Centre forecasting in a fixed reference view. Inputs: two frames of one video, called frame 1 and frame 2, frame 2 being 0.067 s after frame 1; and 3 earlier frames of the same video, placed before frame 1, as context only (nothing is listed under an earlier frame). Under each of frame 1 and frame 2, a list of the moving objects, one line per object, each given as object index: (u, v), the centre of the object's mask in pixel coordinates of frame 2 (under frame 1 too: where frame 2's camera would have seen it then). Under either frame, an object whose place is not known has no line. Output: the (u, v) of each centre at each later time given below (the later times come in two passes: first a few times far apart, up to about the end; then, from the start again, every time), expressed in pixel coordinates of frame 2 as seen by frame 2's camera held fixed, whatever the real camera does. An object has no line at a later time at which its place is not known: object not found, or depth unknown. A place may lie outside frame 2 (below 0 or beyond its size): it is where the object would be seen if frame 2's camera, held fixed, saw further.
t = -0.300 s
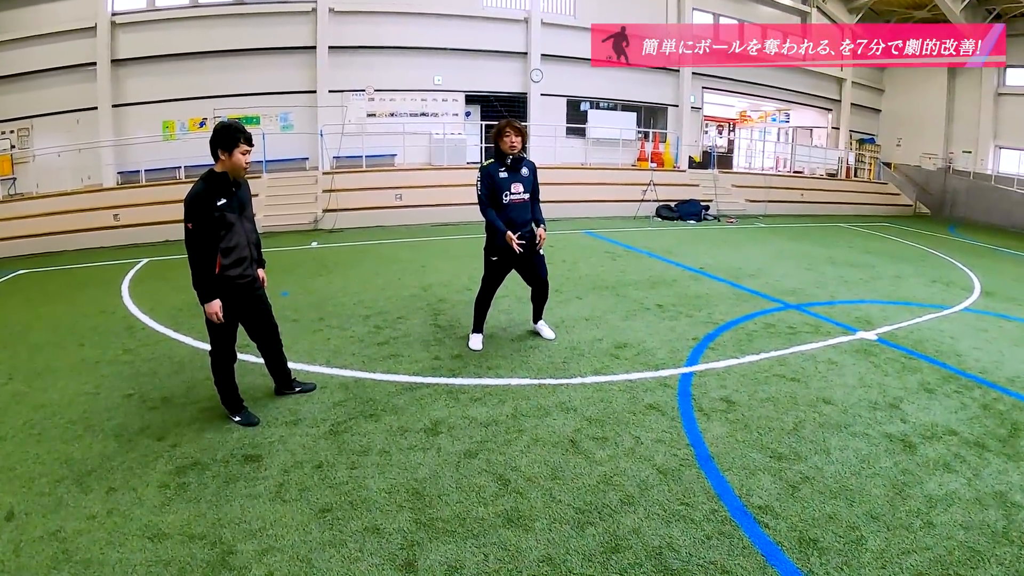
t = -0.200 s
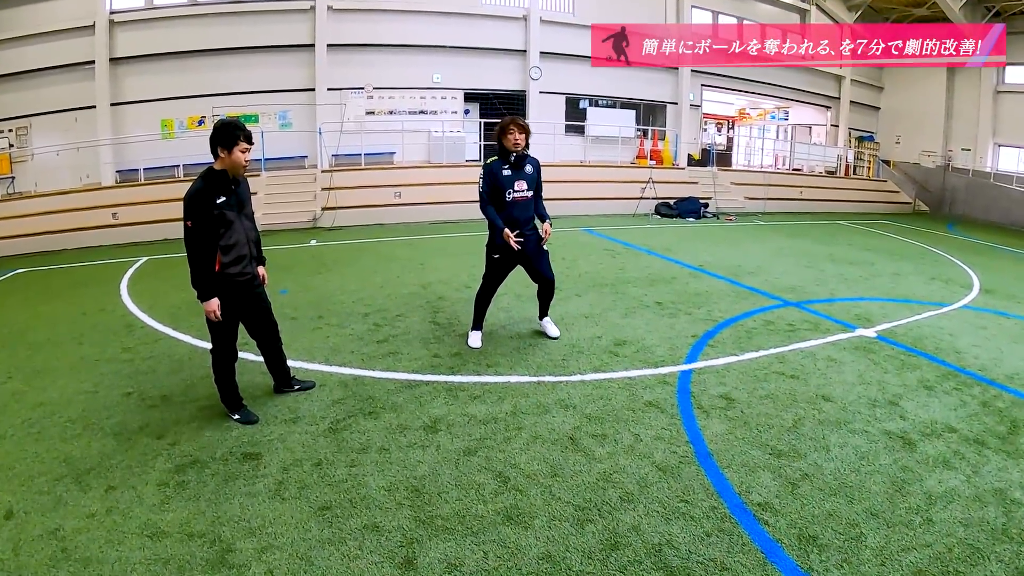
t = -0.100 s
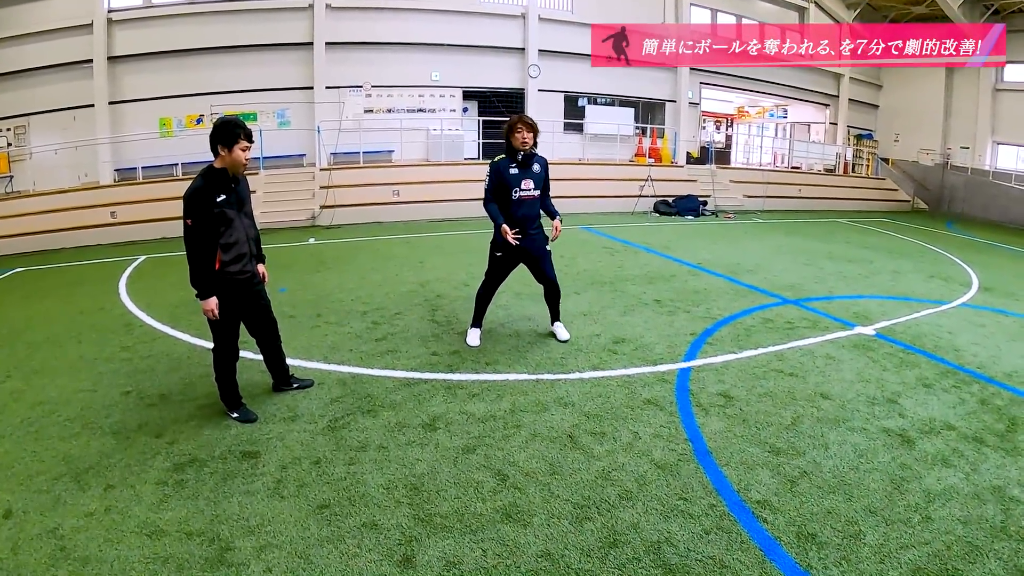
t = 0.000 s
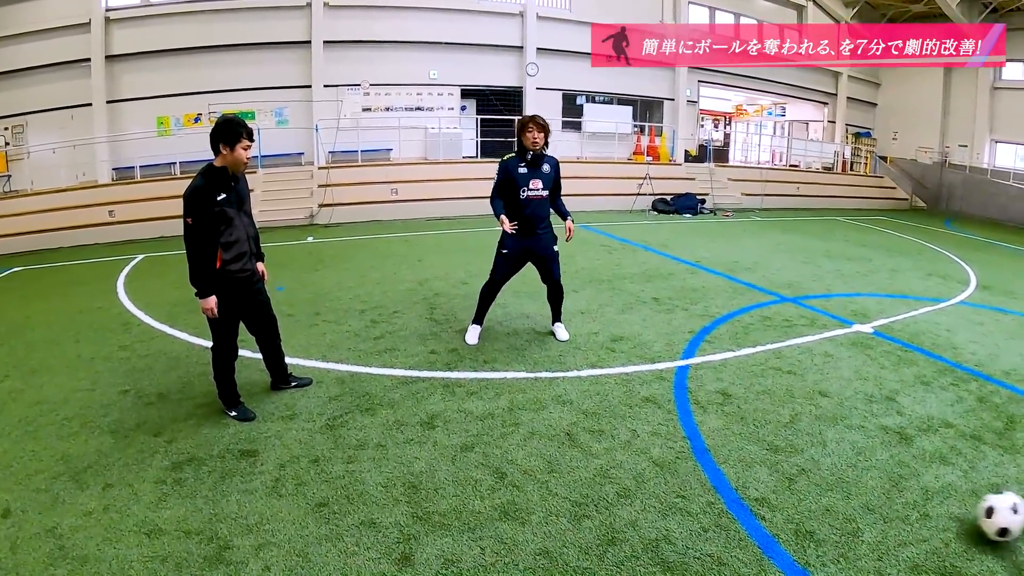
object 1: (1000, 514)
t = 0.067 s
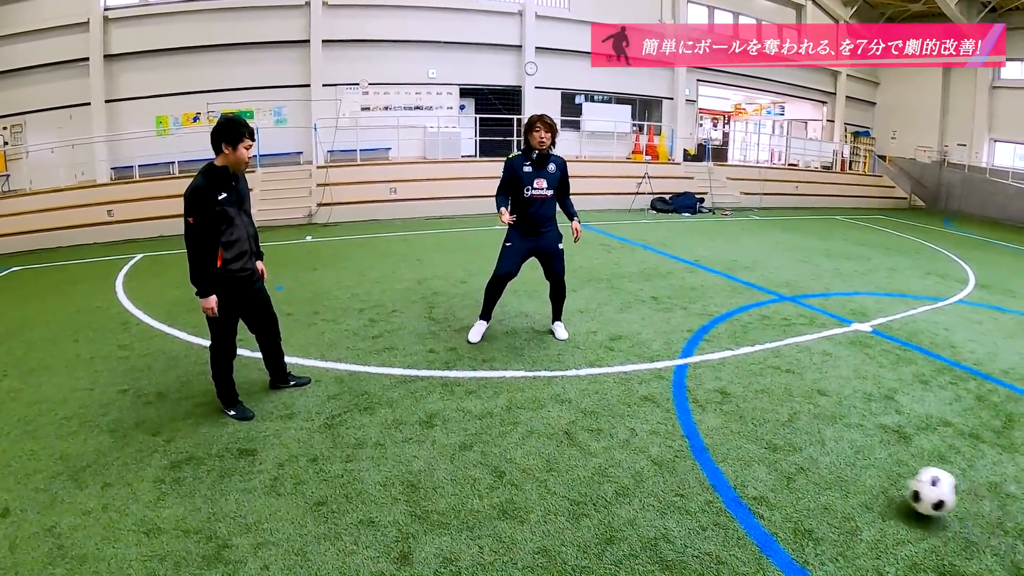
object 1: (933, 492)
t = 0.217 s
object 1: (794, 451)
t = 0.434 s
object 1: (653, 400)
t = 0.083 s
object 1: (917, 486)
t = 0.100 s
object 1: (901, 480)
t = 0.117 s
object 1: (886, 475)
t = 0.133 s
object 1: (870, 470)
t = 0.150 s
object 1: (854, 466)
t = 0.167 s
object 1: (837, 462)
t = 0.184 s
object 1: (821, 459)
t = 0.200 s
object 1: (805, 457)
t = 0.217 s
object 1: (794, 451)
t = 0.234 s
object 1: (782, 445)
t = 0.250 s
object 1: (770, 440)
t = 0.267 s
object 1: (757, 436)
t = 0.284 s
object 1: (745, 432)
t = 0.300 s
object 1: (733, 428)
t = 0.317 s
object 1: (722, 425)
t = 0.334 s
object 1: (710, 422)
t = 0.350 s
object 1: (699, 419)
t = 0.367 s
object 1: (689, 415)
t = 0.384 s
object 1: (681, 410)
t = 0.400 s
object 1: (671, 406)
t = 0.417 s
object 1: (662, 403)
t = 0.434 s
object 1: (653, 400)
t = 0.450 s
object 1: (644, 397)
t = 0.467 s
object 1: (636, 396)
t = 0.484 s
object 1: (627, 394)
